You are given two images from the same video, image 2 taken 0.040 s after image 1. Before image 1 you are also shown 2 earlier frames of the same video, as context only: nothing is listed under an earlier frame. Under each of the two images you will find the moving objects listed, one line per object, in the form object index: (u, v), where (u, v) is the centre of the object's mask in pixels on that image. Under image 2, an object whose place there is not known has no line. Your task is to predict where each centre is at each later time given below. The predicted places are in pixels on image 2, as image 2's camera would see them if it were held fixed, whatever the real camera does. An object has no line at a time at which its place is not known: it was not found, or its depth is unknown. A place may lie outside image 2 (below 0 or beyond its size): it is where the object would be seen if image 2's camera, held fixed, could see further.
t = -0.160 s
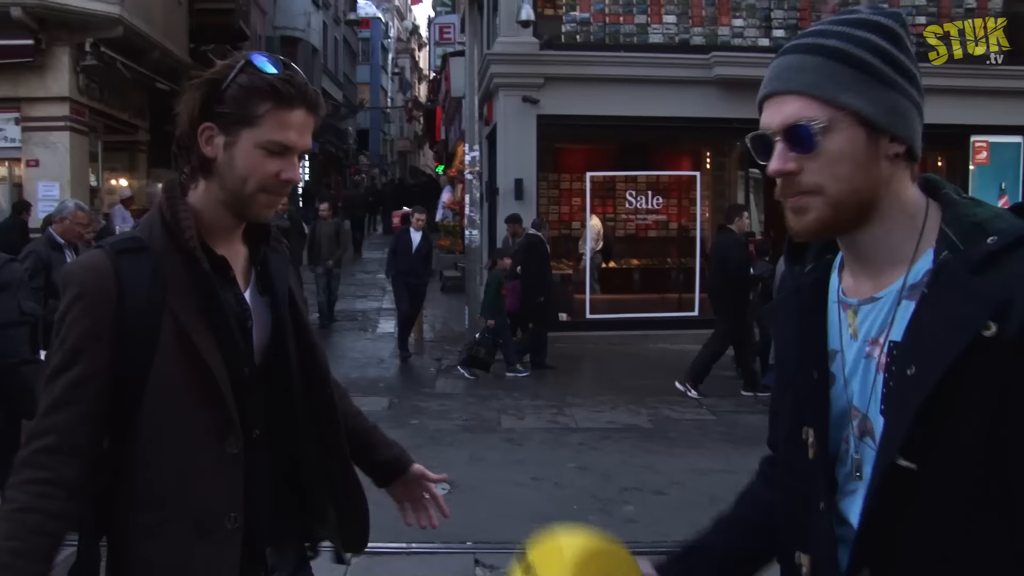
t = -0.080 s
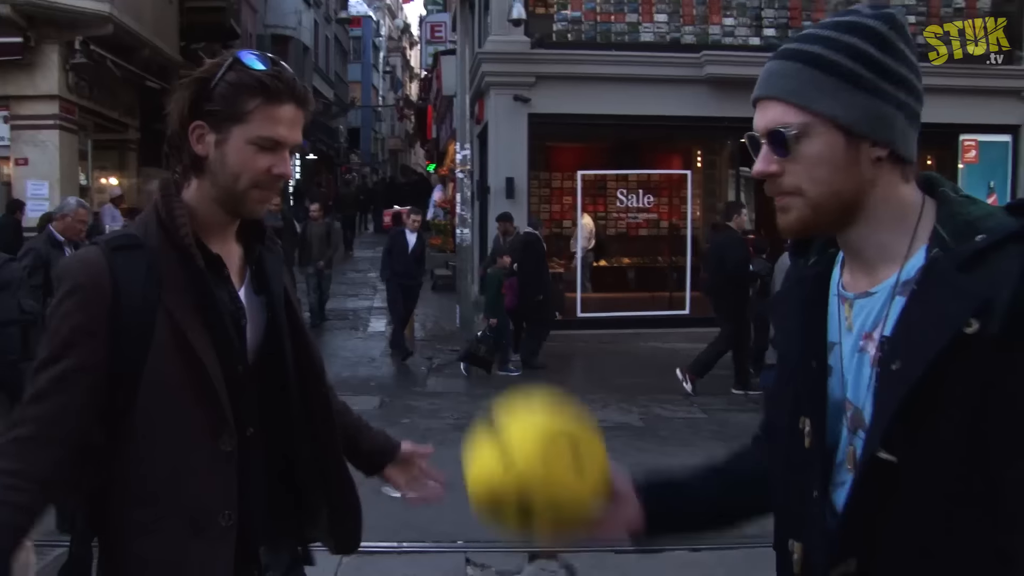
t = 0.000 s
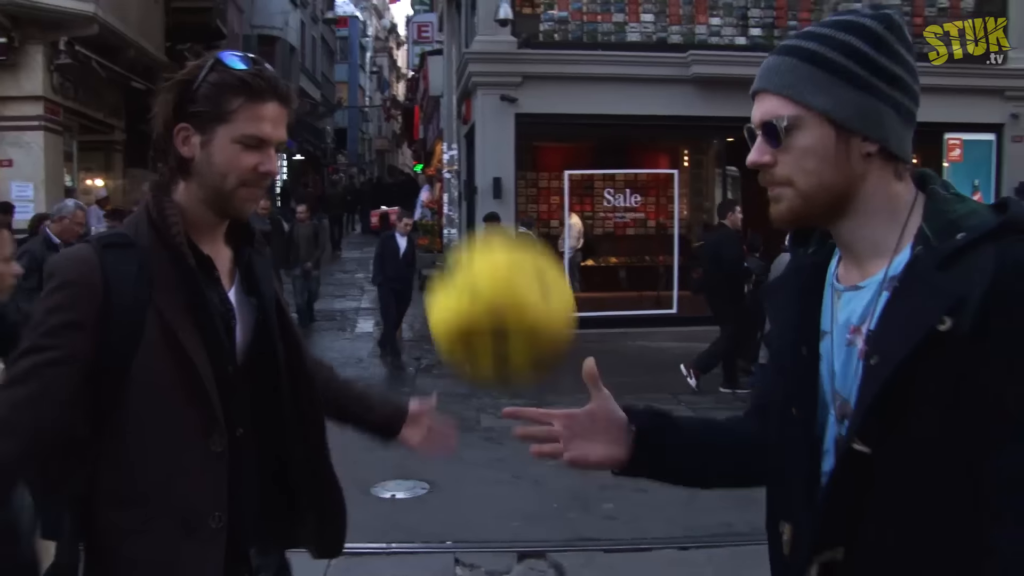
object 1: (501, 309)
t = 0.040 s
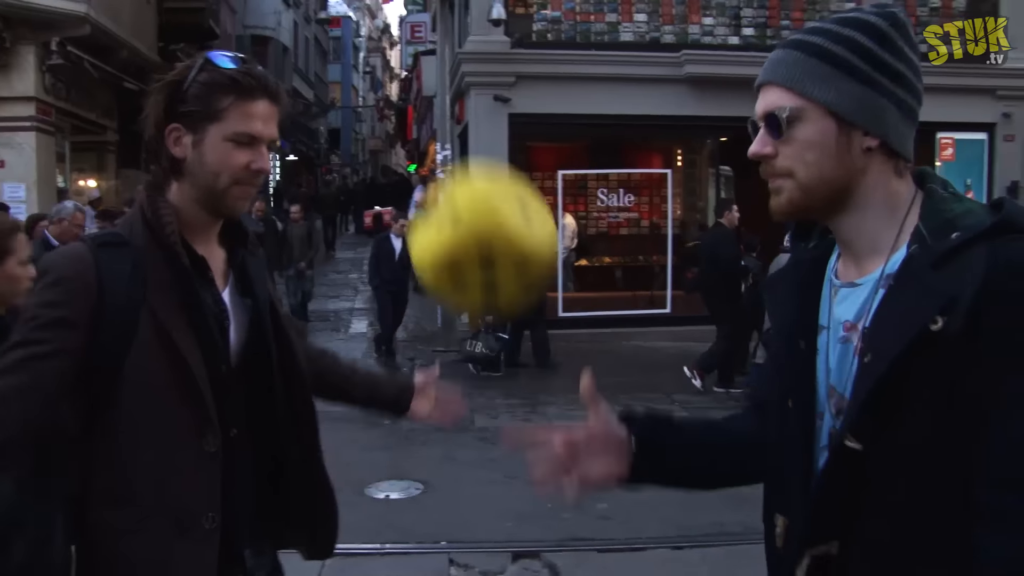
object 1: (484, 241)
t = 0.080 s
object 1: (471, 183)
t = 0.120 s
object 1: (459, 139)
